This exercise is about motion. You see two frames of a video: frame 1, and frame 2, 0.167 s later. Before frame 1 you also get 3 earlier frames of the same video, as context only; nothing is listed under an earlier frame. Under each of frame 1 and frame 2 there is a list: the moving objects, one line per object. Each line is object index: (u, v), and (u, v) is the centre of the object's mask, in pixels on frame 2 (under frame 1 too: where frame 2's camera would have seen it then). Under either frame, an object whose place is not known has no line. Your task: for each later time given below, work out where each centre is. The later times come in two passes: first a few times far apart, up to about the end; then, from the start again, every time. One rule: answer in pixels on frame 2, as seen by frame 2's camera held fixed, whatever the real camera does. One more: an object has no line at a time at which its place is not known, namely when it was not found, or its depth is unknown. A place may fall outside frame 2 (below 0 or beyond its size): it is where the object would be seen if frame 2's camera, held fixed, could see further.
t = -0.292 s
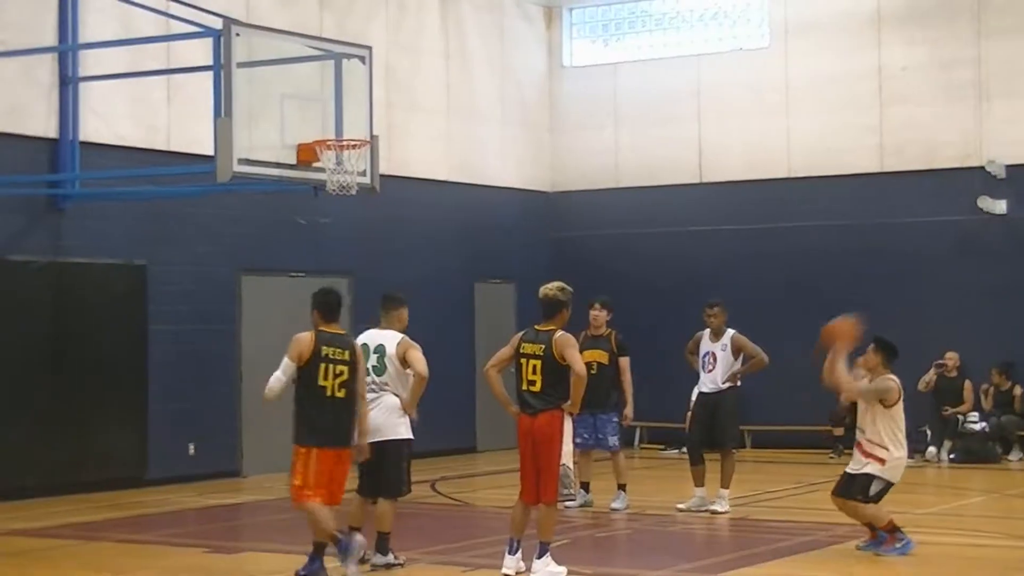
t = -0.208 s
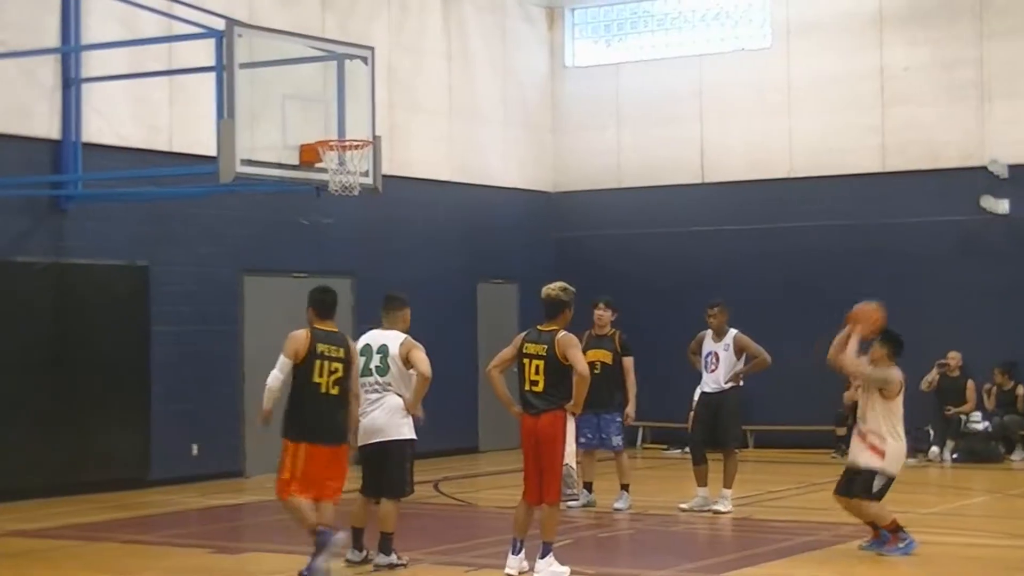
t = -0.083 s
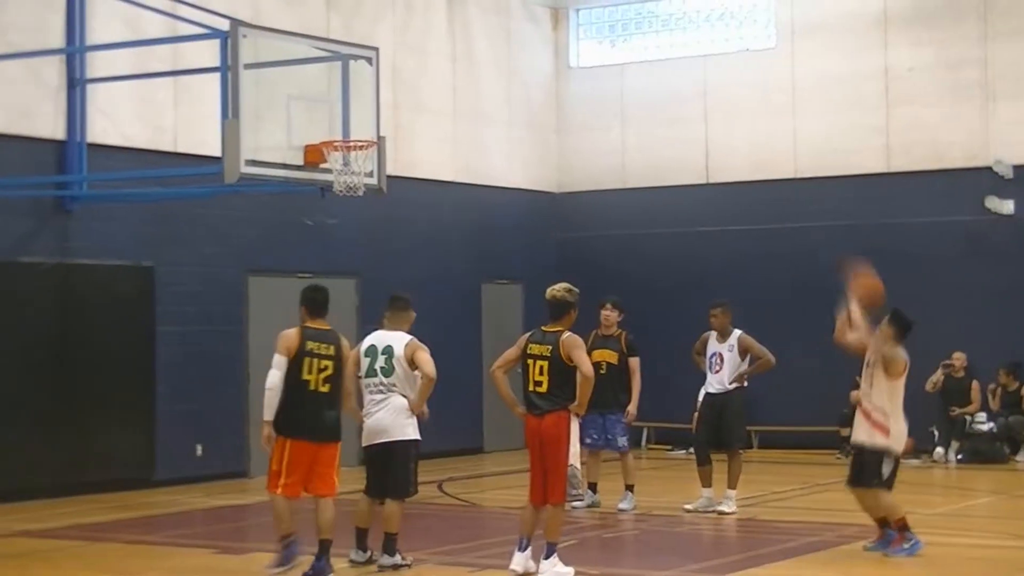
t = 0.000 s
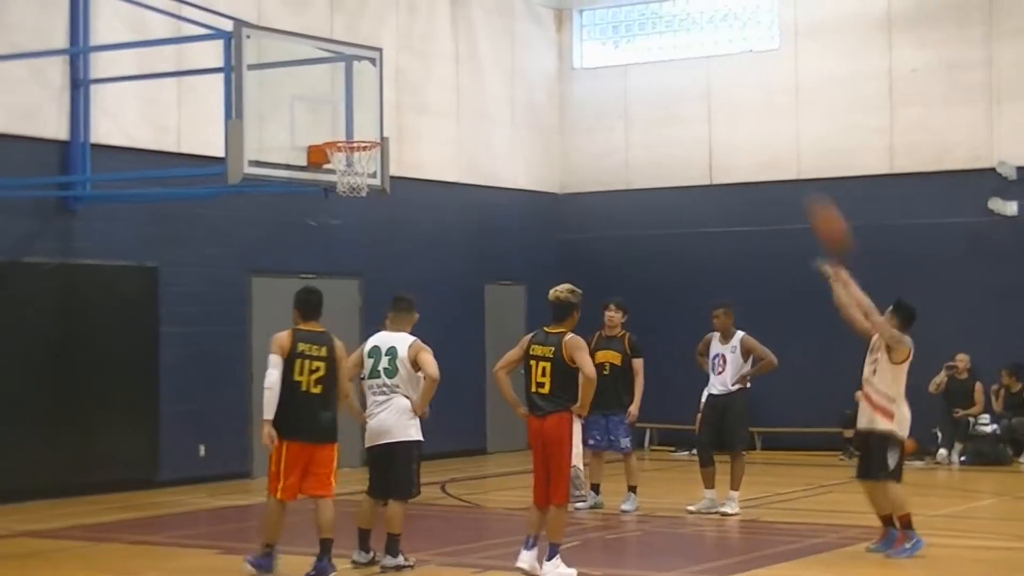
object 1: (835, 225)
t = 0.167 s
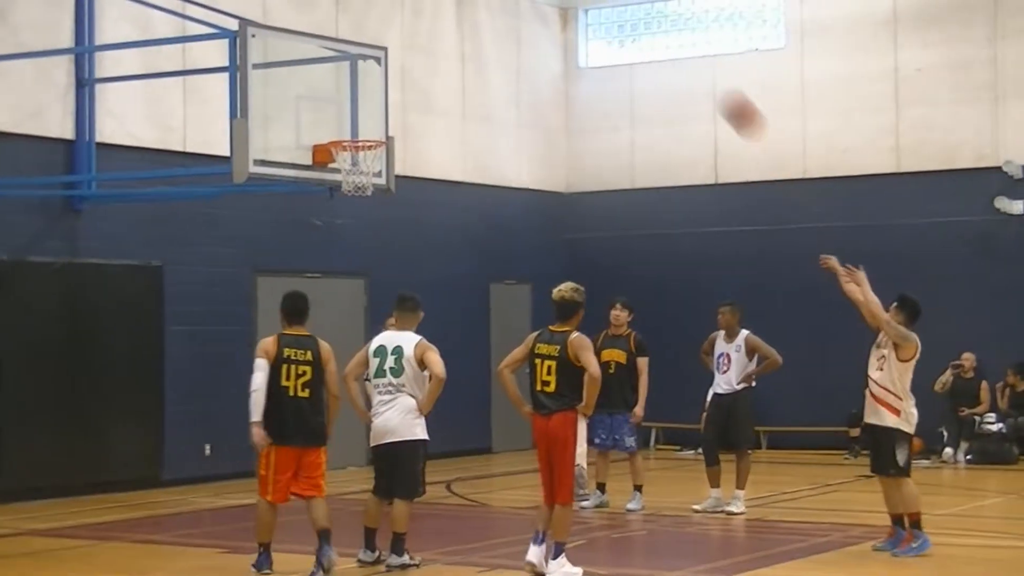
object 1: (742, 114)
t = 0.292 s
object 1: (678, 61)
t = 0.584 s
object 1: (539, 23)
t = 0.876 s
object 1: (416, 90)
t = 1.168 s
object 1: (361, 100)
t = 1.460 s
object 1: (336, 120)
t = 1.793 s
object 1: (329, 111)
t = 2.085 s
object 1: (328, 113)
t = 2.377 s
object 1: (328, 117)
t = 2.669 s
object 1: (329, 120)
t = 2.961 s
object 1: (334, 124)
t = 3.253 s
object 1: (361, 157)
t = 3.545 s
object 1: (367, 187)
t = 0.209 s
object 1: (720, 94)
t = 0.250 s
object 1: (699, 77)
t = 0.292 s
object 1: (678, 61)
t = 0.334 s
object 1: (657, 48)
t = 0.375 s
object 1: (636, 37)
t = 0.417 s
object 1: (618, 30)
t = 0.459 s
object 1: (597, 24)
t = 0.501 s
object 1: (576, 21)
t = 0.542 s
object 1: (559, 21)
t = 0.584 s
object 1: (539, 23)
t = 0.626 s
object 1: (521, 26)
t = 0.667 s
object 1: (503, 31)
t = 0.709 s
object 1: (486, 38)
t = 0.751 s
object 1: (468, 48)
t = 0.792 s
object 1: (450, 60)
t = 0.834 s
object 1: (433, 74)
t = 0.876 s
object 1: (416, 90)
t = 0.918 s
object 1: (400, 107)
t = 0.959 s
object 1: (382, 125)
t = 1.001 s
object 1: (377, 120)
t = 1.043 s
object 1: (373, 112)
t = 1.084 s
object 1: (369, 106)
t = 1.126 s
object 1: (365, 102)
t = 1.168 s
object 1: (361, 100)
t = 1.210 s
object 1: (357, 100)
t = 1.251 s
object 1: (353, 102)
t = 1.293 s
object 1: (349, 106)
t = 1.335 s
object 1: (345, 113)
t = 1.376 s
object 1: (340, 121)
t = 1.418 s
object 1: (337, 128)
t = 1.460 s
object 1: (336, 120)
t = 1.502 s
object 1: (335, 112)
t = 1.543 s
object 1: (334, 106)
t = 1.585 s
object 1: (333, 102)
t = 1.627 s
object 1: (333, 100)
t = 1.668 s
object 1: (332, 100)
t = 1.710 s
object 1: (331, 101)
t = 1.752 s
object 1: (330, 105)
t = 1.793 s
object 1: (329, 111)
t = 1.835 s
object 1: (329, 118)
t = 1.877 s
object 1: (329, 126)
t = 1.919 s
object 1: (329, 125)
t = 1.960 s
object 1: (329, 119)
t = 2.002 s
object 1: (328, 115)
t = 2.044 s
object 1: (328, 113)
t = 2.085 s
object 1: (328, 113)
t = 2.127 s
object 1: (328, 115)
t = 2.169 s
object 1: (328, 119)
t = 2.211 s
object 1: (328, 125)
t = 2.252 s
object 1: (328, 126)
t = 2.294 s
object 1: (328, 122)
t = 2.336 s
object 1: (328, 118)
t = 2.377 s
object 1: (328, 117)
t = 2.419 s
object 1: (328, 117)
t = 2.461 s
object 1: (328, 120)
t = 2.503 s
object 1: (328, 125)
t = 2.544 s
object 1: (328, 126)
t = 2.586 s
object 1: (329, 122)
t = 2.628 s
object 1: (329, 120)
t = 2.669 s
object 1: (329, 120)
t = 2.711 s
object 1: (329, 121)
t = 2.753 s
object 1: (329, 124)
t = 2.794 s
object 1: (330, 127)
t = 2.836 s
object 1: (331, 124)
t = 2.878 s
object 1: (332, 122)
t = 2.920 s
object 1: (333, 122)
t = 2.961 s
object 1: (334, 124)
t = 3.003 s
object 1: (336, 128)
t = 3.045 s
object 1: (338, 128)
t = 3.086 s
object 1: (342, 128)
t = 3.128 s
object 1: (346, 129)
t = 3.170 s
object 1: (351, 131)
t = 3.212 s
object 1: (356, 135)
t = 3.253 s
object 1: (361, 157)
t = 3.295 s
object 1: (364, 159)
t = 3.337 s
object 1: (368, 166)
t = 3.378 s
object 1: (369, 169)
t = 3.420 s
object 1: (370, 171)
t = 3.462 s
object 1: (370, 181)
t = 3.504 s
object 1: (369, 184)
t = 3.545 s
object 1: (367, 187)
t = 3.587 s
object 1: (365, 193)
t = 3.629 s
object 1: (362, 200)
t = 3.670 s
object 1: (360, 210)
